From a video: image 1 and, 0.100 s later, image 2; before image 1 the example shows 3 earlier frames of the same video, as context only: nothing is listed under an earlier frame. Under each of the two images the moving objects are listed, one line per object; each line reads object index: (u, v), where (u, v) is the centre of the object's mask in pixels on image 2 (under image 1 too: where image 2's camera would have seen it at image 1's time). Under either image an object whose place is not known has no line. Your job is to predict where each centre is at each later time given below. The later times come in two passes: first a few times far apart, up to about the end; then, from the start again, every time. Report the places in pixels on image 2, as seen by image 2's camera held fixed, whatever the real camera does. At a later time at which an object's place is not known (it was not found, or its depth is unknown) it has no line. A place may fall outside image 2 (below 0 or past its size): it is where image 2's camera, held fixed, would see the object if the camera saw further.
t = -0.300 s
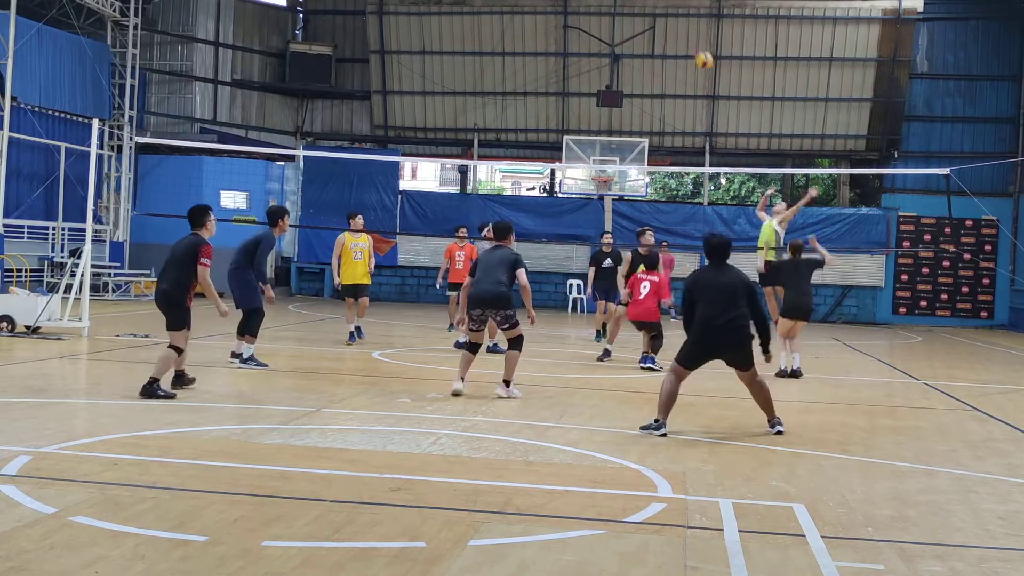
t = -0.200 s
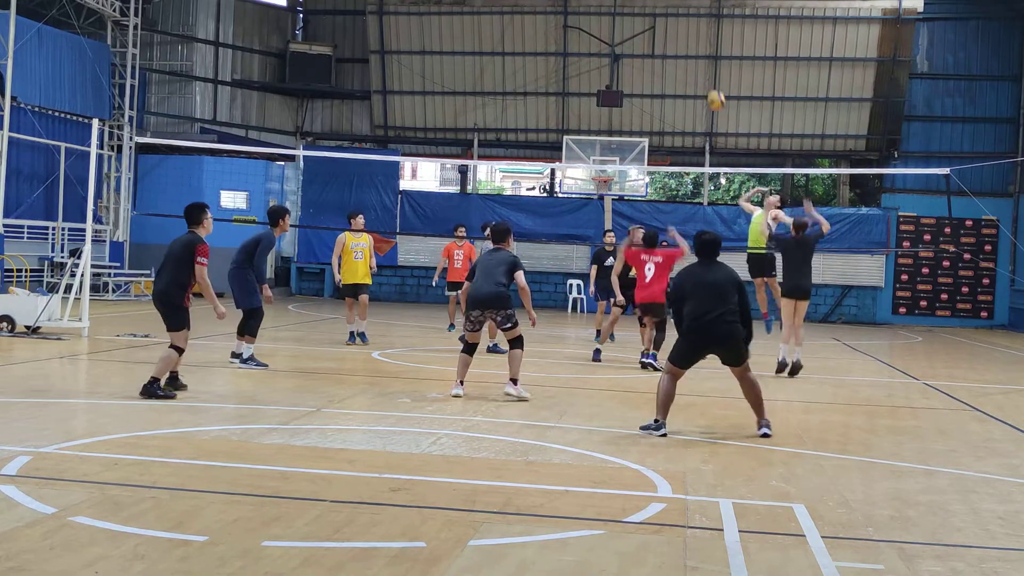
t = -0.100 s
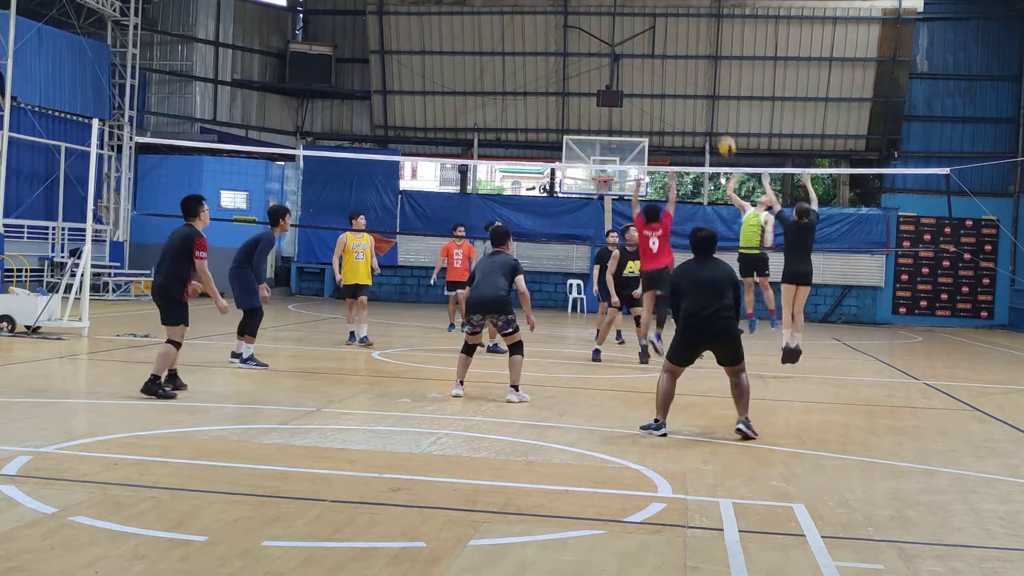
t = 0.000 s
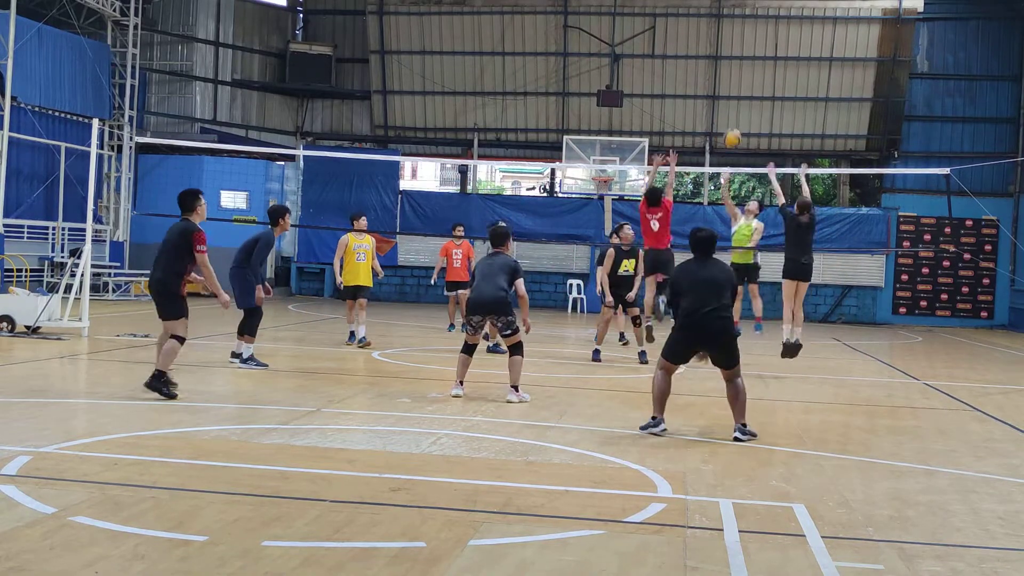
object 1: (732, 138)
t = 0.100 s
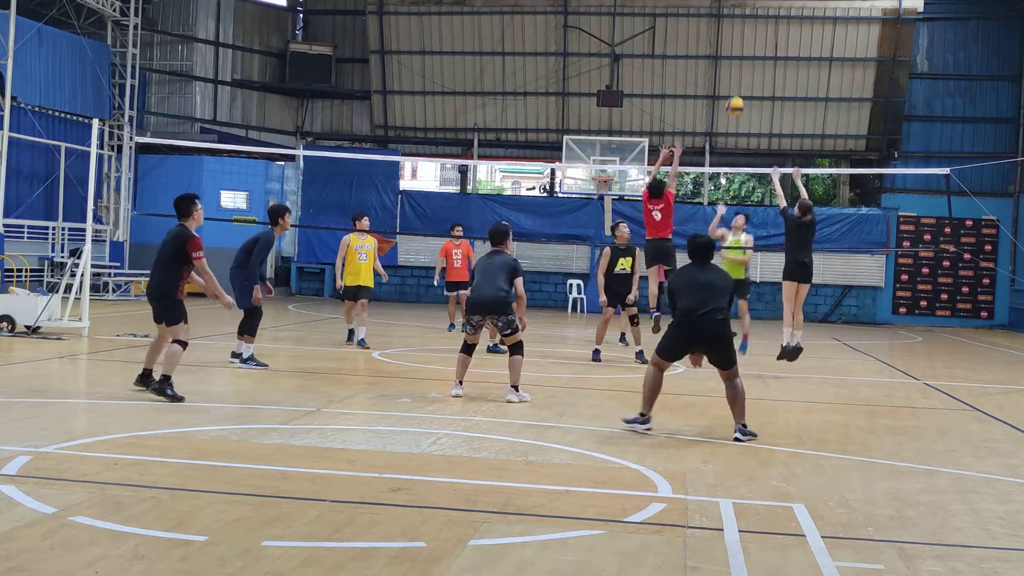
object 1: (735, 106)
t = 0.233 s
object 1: (738, 74)
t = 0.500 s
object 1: (745, 52)
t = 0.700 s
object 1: (750, 82)
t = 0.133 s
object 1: (735, 96)
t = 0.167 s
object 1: (736, 89)
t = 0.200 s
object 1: (737, 81)
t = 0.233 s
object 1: (738, 74)
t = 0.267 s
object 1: (739, 67)
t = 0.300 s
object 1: (740, 62)
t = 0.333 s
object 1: (742, 58)
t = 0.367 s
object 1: (742, 54)
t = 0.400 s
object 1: (743, 53)
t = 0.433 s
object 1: (744, 52)
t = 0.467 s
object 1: (744, 52)
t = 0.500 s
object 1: (745, 52)
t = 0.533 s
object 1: (745, 54)
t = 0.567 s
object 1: (746, 57)
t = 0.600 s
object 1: (746, 61)
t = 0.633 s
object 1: (748, 66)
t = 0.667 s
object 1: (749, 73)
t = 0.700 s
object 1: (750, 82)
